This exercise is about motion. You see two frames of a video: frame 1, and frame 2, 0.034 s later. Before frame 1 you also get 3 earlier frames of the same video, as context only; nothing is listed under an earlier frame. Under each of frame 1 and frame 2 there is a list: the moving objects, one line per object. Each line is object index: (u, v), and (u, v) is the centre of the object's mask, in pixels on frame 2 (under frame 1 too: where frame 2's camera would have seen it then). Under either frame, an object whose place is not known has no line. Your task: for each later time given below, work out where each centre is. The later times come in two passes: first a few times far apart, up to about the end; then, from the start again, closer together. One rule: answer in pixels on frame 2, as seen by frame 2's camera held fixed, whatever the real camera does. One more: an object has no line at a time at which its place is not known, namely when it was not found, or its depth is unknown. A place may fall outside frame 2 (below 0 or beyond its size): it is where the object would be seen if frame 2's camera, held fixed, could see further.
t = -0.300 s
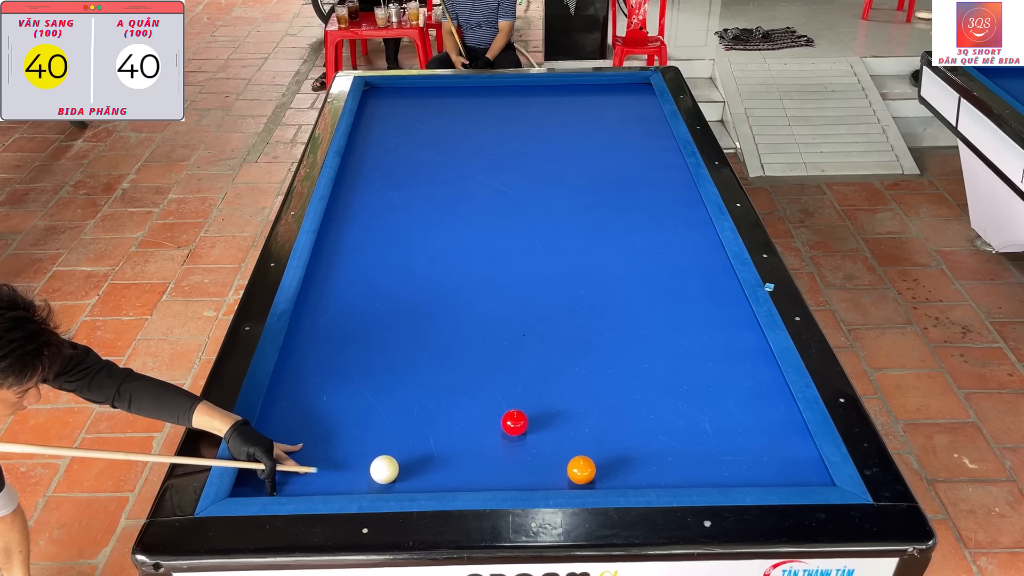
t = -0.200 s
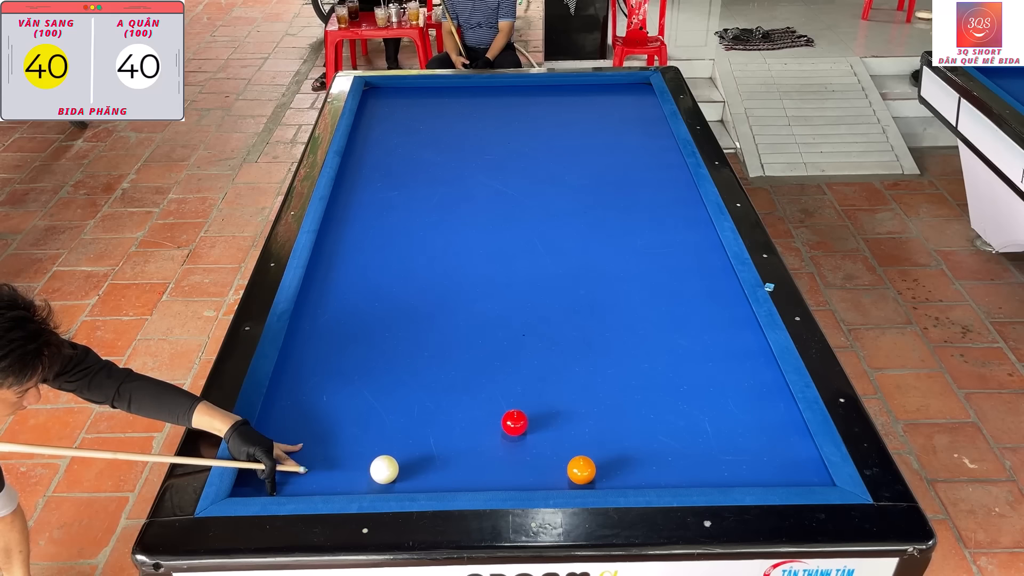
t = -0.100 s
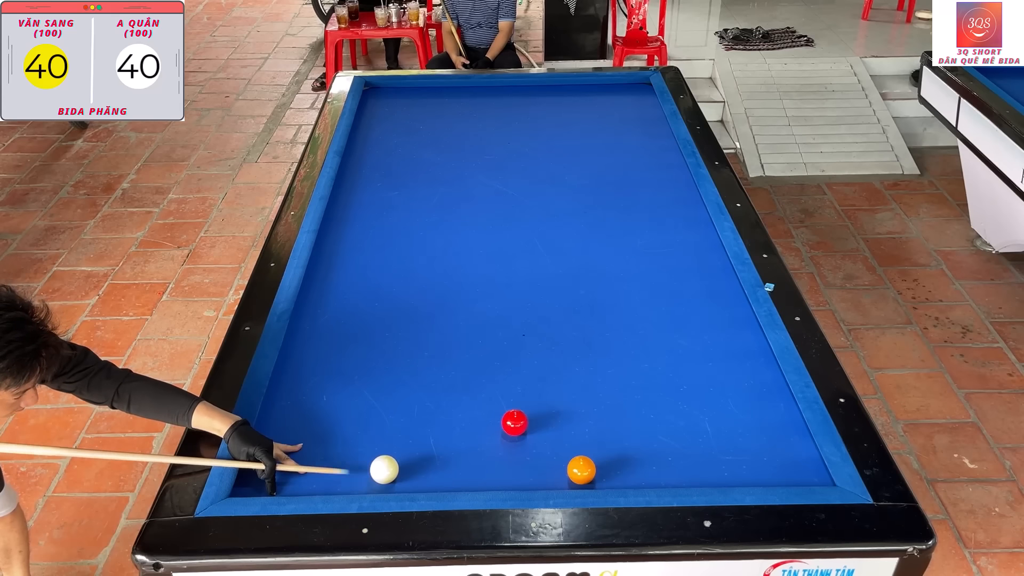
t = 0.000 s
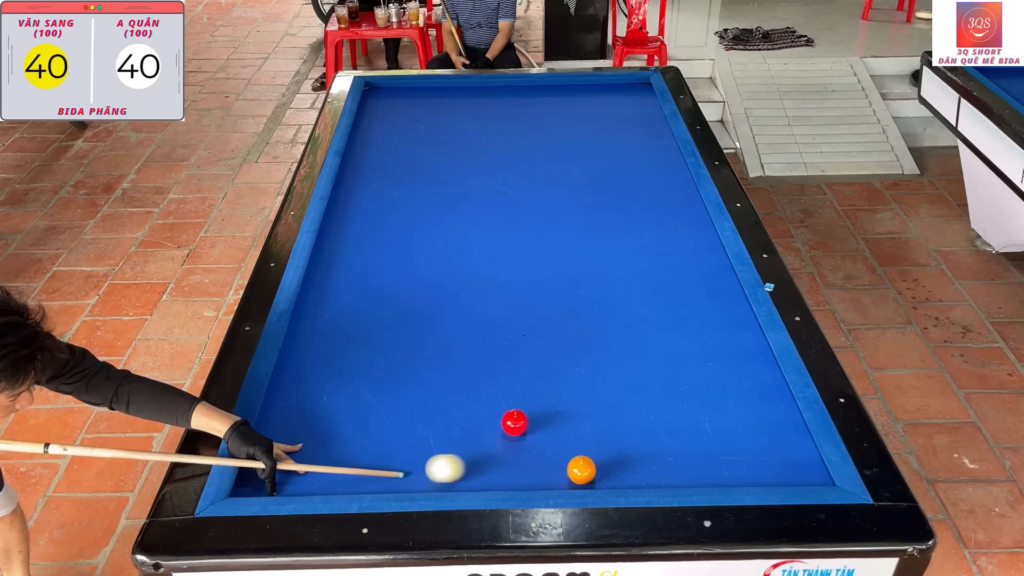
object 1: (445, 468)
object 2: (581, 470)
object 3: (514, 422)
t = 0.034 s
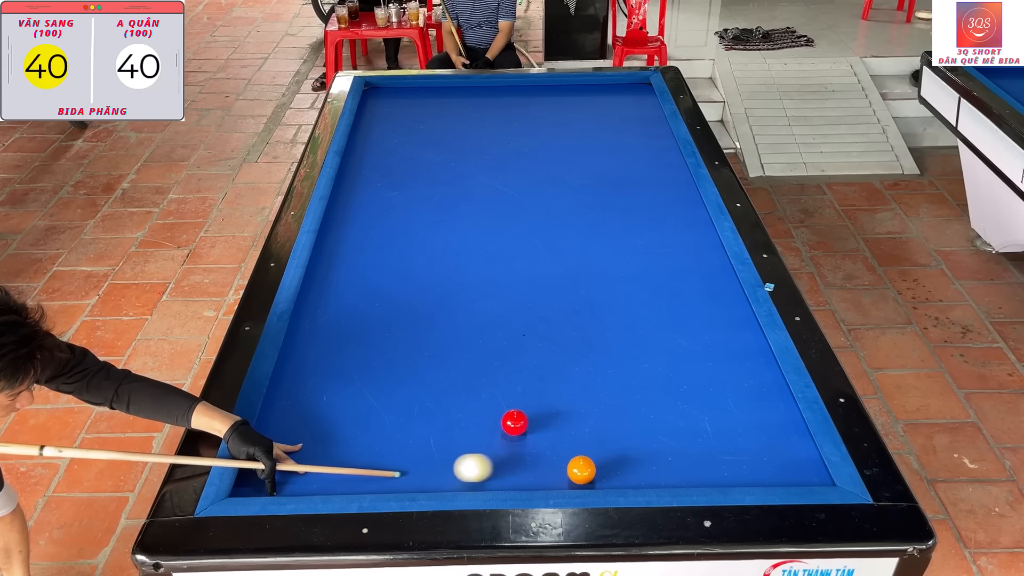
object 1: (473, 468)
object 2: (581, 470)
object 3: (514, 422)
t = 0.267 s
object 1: (551, 456)
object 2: (673, 478)
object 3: (514, 422)
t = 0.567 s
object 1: (523, 440)
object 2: (804, 463)
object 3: (513, 420)
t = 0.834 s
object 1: (505, 440)
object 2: (714, 454)
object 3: (510, 411)
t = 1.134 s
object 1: (486, 440)
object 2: (634, 444)
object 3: (506, 401)
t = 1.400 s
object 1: (470, 439)
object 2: (567, 435)
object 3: (502, 392)
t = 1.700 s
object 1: (454, 439)
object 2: (495, 426)
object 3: (497, 384)
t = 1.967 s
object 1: (441, 439)
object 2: (433, 417)
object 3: (494, 378)
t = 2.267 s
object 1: (427, 438)
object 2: (368, 410)
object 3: (490, 372)
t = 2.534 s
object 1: (416, 438)
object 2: (312, 403)
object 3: (487, 368)
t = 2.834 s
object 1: (406, 438)
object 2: (292, 397)
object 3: (484, 364)
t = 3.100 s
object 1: (399, 438)
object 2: (322, 393)
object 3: (481, 361)
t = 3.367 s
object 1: (393, 438)
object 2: (352, 388)
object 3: (479, 360)
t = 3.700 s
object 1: (387, 438)
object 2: (386, 384)
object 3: (476, 359)
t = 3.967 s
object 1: (384, 438)
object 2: (411, 380)
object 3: (475, 358)
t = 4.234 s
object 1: (383, 437)
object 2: (436, 377)
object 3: (476, 358)
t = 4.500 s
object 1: (383, 437)
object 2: (458, 374)
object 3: (476, 358)
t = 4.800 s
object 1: (384, 438)
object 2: (480, 373)
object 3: (478, 354)
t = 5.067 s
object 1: (384, 438)
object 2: (496, 375)
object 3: (480, 352)
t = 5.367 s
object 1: (384, 438)
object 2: (513, 377)
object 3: (482, 350)
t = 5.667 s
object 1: (384, 438)
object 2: (529, 378)
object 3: (483, 348)
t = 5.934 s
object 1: (384, 438)
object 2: (542, 379)
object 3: (484, 347)
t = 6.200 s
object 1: (384, 438)
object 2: (554, 380)
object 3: (484, 347)
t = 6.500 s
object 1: (384, 438)
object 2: (566, 381)
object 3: (484, 347)
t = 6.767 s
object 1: (384, 438)
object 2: (575, 381)
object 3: (484, 347)
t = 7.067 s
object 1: (384, 438)
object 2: (584, 382)
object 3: (484, 347)
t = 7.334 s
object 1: (384, 438)
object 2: (591, 382)
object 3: (484, 347)
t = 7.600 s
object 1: (384, 437)
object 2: (596, 383)
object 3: (484, 347)
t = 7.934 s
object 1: (384, 438)
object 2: (601, 384)
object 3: (484, 347)
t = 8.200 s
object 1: (384, 438)
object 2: (604, 384)
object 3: (484, 347)
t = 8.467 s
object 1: (384, 438)
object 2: (606, 384)
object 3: (484, 347)
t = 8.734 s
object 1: (384, 437)
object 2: (606, 384)
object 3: (484, 347)
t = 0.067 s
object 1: (500, 467)
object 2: (581, 470)
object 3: (514, 422)
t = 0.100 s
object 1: (526, 467)
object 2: (581, 470)
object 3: (514, 422)
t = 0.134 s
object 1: (550, 466)
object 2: (582, 470)
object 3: (514, 422)
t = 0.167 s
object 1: (554, 464)
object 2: (604, 472)
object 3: (514, 422)
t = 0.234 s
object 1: (553, 458)
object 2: (650, 476)
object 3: (514, 422)
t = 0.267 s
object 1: (551, 456)
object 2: (673, 478)
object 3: (514, 422)
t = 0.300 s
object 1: (549, 454)
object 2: (694, 477)
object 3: (514, 422)
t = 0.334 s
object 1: (546, 452)
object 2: (711, 476)
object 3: (514, 422)
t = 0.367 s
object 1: (542, 450)
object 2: (729, 474)
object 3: (514, 422)
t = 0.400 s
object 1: (539, 448)
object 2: (745, 472)
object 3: (514, 422)
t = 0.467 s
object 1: (532, 445)
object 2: (777, 469)
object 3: (514, 422)
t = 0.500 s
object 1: (529, 443)
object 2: (793, 467)
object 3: (514, 422)
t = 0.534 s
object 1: (526, 441)
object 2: (809, 465)
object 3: (514, 421)
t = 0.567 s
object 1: (523, 440)
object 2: (804, 463)
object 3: (513, 420)
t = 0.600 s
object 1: (521, 440)
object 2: (790, 462)
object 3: (513, 419)
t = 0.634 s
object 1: (518, 440)
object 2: (777, 461)
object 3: (512, 418)
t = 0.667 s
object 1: (516, 440)
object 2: (765, 460)
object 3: (512, 417)
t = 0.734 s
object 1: (512, 440)
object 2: (743, 458)
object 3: (511, 415)
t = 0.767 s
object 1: (509, 440)
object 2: (733, 457)
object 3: (511, 414)
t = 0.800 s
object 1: (507, 440)
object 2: (723, 455)
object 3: (510, 413)
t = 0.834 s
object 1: (505, 440)
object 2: (714, 454)
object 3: (510, 411)
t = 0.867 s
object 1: (503, 440)
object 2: (705, 453)
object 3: (510, 410)
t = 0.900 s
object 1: (501, 440)
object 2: (696, 452)
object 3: (509, 409)
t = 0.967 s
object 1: (496, 440)
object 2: (678, 449)
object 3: (508, 406)
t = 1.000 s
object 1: (494, 440)
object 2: (669, 448)
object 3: (508, 405)
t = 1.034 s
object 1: (492, 440)
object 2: (660, 447)
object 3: (508, 404)
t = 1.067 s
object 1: (490, 440)
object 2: (652, 446)
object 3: (507, 403)
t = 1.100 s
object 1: (488, 440)
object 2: (643, 445)
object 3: (507, 402)
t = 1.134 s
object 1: (486, 440)
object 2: (634, 444)
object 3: (506, 401)
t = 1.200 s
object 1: (482, 440)
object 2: (617, 442)
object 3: (505, 398)
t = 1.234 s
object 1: (480, 440)
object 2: (608, 441)
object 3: (505, 397)
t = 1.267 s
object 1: (478, 440)
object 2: (600, 440)
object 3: (504, 397)
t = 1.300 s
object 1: (476, 440)
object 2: (592, 438)
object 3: (504, 395)
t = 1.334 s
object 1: (474, 440)
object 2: (583, 437)
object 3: (503, 394)
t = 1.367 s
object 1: (472, 439)
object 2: (575, 436)
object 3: (503, 393)
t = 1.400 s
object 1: (470, 439)
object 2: (567, 435)
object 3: (502, 392)
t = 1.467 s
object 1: (467, 439)
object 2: (551, 433)
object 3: (501, 391)
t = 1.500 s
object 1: (465, 439)
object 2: (542, 432)
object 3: (500, 390)
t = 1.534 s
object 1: (463, 439)
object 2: (534, 431)
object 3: (500, 389)
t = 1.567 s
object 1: (461, 439)
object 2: (526, 430)
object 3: (499, 388)
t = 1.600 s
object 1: (459, 439)
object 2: (518, 429)
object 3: (499, 387)
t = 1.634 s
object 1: (458, 439)
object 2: (511, 428)
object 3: (498, 386)
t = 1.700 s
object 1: (454, 439)
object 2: (495, 426)
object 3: (497, 384)
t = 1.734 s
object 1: (452, 439)
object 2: (487, 425)
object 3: (497, 384)
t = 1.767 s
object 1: (451, 439)
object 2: (480, 424)
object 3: (497, 383)
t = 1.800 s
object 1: (449, 439)
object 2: (472, 423)
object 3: (496, 382)
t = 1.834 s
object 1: (447, 439)
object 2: (465, 421)
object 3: (496, 381)
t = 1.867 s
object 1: (445, 439)
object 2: (457, 419)
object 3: (495, 380)
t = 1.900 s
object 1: (444, 439)
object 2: (449, 418)
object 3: (495, 380)
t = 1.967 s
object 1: (441, 439)
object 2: (433, 417)
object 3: (494, 378)
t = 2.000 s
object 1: (439, 439)
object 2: (426, 417)
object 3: (494, 377)
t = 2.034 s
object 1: (437, 439)
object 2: (419, 416)
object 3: (493, 377)
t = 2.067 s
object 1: (436, 439)
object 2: (411, 415)
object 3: (493, 376)
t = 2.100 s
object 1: (434, 439)
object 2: (404, 415)
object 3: (492, 375)
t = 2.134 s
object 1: (433, 439)
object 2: (397, 414)
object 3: (492, 375)
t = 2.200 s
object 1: (430, 438)
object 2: (383, 412)
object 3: (491, 373)
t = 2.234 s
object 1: (428, 438)
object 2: (375, 411)
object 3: (490, 373)
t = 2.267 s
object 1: (427, 438)
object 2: (368, 410)
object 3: (490, 372)
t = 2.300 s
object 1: (426, 438)
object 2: (361, 409)
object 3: (490, 371)
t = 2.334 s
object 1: (424, 438)
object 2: (354, 408)
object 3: (489, 371)
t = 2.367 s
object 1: (423, 438)
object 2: (347, 408)
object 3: (489, 370)
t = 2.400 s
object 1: (421, 438)
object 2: (340, 407)
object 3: (489, 370)
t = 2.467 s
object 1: (419, 438)
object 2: (326, 405)
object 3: (488, 369)
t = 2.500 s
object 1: (418, 438)
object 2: (319, 404)
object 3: (487, 368)
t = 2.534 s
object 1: (416, 438)
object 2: (312, 403)
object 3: (487, 368)
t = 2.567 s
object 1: (415, 438)
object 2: (306, 402)
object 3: (486, 367)
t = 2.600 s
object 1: (414, 438)
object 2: (299, 401)
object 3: (486, 367)
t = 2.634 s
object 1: (413, 438)
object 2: (292, 400)
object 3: (486, 366)
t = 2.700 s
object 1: (410, 438)
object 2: (279, 399)
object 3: (485, 365)
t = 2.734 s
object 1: (409, 438)
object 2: (277, 398)
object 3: (485, 365)
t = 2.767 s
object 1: (408, 438)
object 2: (282, 398)
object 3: (484, 365)
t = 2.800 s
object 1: (407, 438)
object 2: (287, 397)
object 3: (484, 364)
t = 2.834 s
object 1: (406, 438)
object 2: (292, 397)
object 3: (484, 364)
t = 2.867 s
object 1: (405, 438)
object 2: (296, 396)
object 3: (483, 363)
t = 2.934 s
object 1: (403, 438)
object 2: (303, 395)
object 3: (483, 363)
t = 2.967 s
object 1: (402, 438)
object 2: (307, 395)
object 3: (482, 362)
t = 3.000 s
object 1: (401, 438)
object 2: (311, 394)
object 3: (482, 362)
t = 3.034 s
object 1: (400, 438)
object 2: (315, 394)
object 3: (482, 362)
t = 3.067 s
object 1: (399, 438)
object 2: (319, 393)
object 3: (481, 362)
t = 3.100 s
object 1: (399, 438)
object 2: (322, 393)
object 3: (481, 361)
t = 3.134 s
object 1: (398, 438)
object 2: (326, 392)
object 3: (481, 361)
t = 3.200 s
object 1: (396, 438)
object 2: (334, 391)
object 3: (480, 360)
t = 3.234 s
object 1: (395, 438)
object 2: (337, 391)
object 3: (480, 360)
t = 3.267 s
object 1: (395, 438)
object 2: (341, 390)
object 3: (480, 360)
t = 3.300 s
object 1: (394, 438)
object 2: (344, 390)
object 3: (479, 360)
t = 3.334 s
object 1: (393, 438)
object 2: (348, 389)
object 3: (479, 360)
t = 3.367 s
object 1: (393, 438)
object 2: (352, 388)
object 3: (479, 360)
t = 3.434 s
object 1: (391, 438)
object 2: (359, 388)
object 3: (478, 359)
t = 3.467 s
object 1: (391, 438)
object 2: (362, 387)
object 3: (478, 359)
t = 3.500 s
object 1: (390, 438)
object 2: (366, 387)
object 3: (478, 359)
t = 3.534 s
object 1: (390, 438)
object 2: (369, 386)
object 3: (477, 359)
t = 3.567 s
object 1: (389, 438)
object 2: (373, 386)
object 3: (477, 359)
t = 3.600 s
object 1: (389, 438)
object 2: (376, 385)
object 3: (477, 359)
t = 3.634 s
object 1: (388, 438)
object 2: (379, 385)
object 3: (477, 359)
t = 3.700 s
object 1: (387, 438)
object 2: (386, 384)
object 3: (476, 359)
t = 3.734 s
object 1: (387, 438)
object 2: (389, 383)
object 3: (476, 359)
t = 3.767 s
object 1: (386, 438)
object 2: (392, 383)
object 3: (476, 358)
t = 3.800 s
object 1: (386, 438)
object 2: (396, 382)
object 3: (476, 358)
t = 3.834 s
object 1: (385, 438)
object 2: (399, 382)
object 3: (476, 358)
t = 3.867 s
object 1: (385, 438)
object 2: (402, 381)
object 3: (476, 358)
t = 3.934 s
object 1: (384, 438)
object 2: (408, 381)
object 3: (475, 358)
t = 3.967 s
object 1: (384, 438)
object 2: (411, 380)
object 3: (475, 358)
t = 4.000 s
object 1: (384, 438)
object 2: (415, 380)
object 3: (475, 358)
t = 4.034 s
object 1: (384, 438)
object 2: (418, 379)
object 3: (475, 358)
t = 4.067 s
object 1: (383, 438)
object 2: (421, 379)
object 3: (475, 358)
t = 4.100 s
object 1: (383, 437)
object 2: (424, 378)
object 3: (475, 358)
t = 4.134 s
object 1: (383, 437)
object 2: (427, 378)
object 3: (475, 358)
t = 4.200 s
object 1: (383, 437)
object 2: (433, 377)
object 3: (475, 358)
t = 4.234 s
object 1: (383, 437)
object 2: (436, 377)
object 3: (476, 358)
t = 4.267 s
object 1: (383, 437)
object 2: (439, 376)
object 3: (476, 358)
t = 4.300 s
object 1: (383, 437)
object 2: (441, 376)
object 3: (475, 358)
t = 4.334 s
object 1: (382, 437)
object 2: (444, 376)
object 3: (475, 358)
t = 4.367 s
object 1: (383, 437)
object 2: (447, 375)
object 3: (475, 358)
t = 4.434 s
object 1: (383, 437)
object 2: (453, 374)
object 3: (476, 358)
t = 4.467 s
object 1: (383, 437)
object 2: (456, 374)
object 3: (476, 358)
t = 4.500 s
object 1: (383, 437)
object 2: (458, 374)
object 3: (476, 358)
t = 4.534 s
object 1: (383, 438)
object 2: (461, 373)
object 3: (476, 358)
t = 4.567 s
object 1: (383, 438)
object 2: (464, 373)
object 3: (477, 357)
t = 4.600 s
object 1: (383, 437)
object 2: (466, 372)
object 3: (477, 356)
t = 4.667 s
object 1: (383, 437)
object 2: (471, 373)
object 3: (477, 355)
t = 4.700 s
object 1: (383, 438)
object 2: (473, 373)
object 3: (477, 355)
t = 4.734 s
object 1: (384, 437)
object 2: (475, 373)
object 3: (478, 354)
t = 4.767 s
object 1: (384, 438)
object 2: (477, 373)
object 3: (478, 354)
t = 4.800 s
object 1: (384, 438)
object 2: (480, 373)
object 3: (478, 354)
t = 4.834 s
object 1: (384, 437)
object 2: (482, 374)
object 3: (478, 354)
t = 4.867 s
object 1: (384, 438)
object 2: (484, 374)
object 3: (478, 354)
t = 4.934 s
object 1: (384, 438)
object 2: (488, 374)
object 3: (479, 353)
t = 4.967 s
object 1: (384, 438)
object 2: (490, 374)
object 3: (479, 353)
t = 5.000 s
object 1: (384, 438)
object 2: (492, 374)
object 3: (480, 353)
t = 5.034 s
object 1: (384, 438)
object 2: (494, 375)
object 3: (480, 353)
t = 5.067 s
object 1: (384, 438)
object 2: (496, 375)
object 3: (480, 352)
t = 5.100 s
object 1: (384, 438)
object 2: (498, 375)
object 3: (481, 352)
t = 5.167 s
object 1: (384, 437)
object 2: (502, 375)
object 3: (481, 351)
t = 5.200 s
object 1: (384, 437)
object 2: (504, 376)
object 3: (481, 351)
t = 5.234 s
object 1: (384, 438)
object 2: (506, 376)
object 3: (481, 351)
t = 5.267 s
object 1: (384, 438)
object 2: (508, 376)
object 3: (482, 350)
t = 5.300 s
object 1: (384, 438)
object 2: (510, 376)
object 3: (482, 350)
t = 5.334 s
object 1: (384, 438)
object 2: (511, 376)
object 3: (482, 350)
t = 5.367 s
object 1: (384, 438)
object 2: (513, 377)
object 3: (482, 350)
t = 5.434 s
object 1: (384, 438)
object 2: (517, 377)
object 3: (482, 349)
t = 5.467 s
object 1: (384, 438)
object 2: (519, 377)
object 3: (483, 349)
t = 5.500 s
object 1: (384, 438)
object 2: (521, 377)
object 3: (483, 349)
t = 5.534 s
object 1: (384, 438)
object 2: (522, 377)
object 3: (483, 348)
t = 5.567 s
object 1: (384, 438)
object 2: (524, 378)
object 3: (483, 348)
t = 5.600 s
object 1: (384, 438)
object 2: (526, 378)
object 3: (483, 348)
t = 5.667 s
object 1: (384, 438)
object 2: (529, 378)
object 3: (483, 348)
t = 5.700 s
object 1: (384, 438)
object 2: (531, 378)
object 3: (483, 348)
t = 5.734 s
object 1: (384, 437)
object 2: (533, 378)
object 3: (483, 347)
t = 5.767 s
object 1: (384, 438)
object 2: (534, 378)
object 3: (483, 347)
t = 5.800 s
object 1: (384, 437)
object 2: (536, 378)
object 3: (484, 347)
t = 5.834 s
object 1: (384, 438)
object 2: (537, 379)
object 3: (484, 347)
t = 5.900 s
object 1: (384, 438)
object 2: (540, 378)
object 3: (484, 347)
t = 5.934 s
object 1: (384, 438)
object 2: (542, 379)
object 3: (484, 347)
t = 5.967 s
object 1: (384, 438)
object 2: (544, 379)
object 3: (484, 347)
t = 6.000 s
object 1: (384, 438)
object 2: (545, 379)
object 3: (484, 347)
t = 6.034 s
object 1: (384, 438)
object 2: (547, 379)
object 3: (484, 347)
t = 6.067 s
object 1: (384, 438)
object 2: (548, 379)
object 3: (484, 347)
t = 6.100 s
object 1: (384, 438)
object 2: (550, 379)
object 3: (484, 347)
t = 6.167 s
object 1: (384, 438)
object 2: (553, 380)
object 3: (484, 347)
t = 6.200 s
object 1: (384, 438)
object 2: (554, 380)
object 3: (484, 347)
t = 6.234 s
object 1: (384, 438)
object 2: (555, 380)
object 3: (484, 347)
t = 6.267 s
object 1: (384, 438)
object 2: (557, 380)
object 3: (484, 347)
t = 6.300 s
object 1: (384, 437)
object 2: (558, 380)
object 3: (484, 347)
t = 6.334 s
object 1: (384, 438)
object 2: (559, 380)
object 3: (484, 347)
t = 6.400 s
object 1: (384, 438)
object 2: (562, 380)
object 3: (484, 347)
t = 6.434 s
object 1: (384, 437)
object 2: (563, 380)
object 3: (484, 347)
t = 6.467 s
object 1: (384, 438)
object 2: (564, 380)
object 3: (484, 347)
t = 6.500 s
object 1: (384, 438)
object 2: (566, 381)
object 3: (484, 347)
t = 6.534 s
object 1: (384, 438)
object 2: (567, 381)
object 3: (484, 347)
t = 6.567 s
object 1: (384, 438)
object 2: (568, 380)
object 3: (484, 347)
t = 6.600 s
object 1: (384, 437)
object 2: (569, 381)
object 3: (484, 347)
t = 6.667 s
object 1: (384, 438)
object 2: (572, 381)
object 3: (484, 347)
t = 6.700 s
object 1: (384, 437)
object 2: (573, 381)
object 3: (484, 347)
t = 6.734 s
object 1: (384, 438)
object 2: (574, 381)
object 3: (484, 347)
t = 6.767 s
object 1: (384, 438)
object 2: (575, 381)
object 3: (484, 347)
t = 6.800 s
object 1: (384, 438)
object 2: (576, 381)
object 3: (484, 347)
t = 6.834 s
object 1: (384, 437)
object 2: (577, 381)
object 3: (484, 347)
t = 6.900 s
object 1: (384, 438)
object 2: (579, 381)
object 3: (484, 347)
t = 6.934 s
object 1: (384, 438)
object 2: (580, 381)
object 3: (484, 347)
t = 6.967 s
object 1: (384, 438)
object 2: (581, 382)
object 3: (484, 347)
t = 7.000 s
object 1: (384, 438)
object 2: (582, 382)
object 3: (484, 347)
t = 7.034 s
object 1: (384, 438)
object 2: (583, 382)
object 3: (484, 347)
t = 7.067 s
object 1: (384, 438)
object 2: (584, 382)
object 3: (484, 347)
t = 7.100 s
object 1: (384, 438)
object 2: (585, 382)
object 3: (484, 347)
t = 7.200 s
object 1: (384, 438)
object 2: (587, 382)
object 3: (484, 347)
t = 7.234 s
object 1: (384, 438)
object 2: (588, 382)
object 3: (484, 347)
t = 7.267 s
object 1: (384, 438)
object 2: (589, 383)
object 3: (484, 347)
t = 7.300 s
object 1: (384, 437)
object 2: (590, 382)
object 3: (484, 347)
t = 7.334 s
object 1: (384, 438)
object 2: (591, 382)
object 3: (484, 347)
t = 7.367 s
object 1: (384, 438)
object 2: (591, 383)
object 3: (484, 347)
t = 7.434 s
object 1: (384, 437)
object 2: (593, 383)
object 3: (484, 347)
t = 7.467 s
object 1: (384, 437)
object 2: (593, 383)
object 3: (484, 347)
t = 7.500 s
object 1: (384, 438)
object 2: (594, 383)
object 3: (484, 347)
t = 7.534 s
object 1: (384, 437)
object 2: (595, 383)
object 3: (484, 347)
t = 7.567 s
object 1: (384, 437)
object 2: (595, 383)
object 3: (484, 347)
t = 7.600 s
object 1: (384, 437)
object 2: (596, 383)
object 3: (484, 347)
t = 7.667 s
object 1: (384, 438)
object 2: (597, 383)
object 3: (484, 347)
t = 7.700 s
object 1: (384, 438)
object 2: (598, 383)
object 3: (484, 347)
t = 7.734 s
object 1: (384, 438)
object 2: (599, 383)
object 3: (484, 347)
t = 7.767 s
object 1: (384, 438)
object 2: (599, 383)
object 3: (484, 347)
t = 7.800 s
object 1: (384, 438)
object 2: (600, 384)
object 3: (484, 347)
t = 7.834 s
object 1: (384, 438)
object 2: (600, 384)
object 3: (484, 347)
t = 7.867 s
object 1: (384, 438)
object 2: (600, 384)
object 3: (484, 347)
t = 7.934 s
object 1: (384, 438)
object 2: (601, 384)
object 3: (484, 347)
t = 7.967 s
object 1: (384, 438)
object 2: (602, 384)
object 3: (484, 347)
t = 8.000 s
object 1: (384, 438)
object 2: (602, 384)
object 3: (484, 347)
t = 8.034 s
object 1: (384, 438)
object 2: (603, 384)
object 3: (484, 347)
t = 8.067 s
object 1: (384, 438)
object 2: (603, 384)
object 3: (484, 347)
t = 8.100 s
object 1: (384, 438)
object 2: (603, 384)
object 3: (484, 347)
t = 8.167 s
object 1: (384, 438)
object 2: (604, 384)
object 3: (484, 347)
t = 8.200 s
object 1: (384, 438)
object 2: (604, 384)
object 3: (484, 347)
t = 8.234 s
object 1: (384, 438)
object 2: (605, 384)
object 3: (484, 347)
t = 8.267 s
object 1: (384, 438)
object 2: (605, 384)
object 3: (484, 347)
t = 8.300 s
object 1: (384, 438)
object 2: (605, 384)
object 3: (484, 347)
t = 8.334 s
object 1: (384, 438)
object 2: (605, 384)
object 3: (484, 347)
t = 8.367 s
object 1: (384, 438)
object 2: (606, 384)
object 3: (484, 347)
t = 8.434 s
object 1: (384, 438)
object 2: (606, 384)
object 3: (484, 347)
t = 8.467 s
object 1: (384, 438)
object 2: (606, 384)
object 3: (484, 347)
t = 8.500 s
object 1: (384, 438)
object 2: (606, 384)
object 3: (484, 347)
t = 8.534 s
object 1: (384, 438)
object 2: (606, 384)
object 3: (484, 347)
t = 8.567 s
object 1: (384, 437)
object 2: (606, 384)
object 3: (484, 347)
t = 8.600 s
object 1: (384, 437)
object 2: (606, 384)
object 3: (484, 347)
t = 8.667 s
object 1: (384, 437)
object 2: (606, 384)
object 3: (484, 347)
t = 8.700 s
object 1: (384, 437)
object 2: (606, 384)
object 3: (484, 347)
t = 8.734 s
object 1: (384, 437)
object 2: (606, 384)
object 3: (484, 347)
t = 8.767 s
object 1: (384, 437)
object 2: (606, 384)
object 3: (484, 347)
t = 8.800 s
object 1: (384, 437)
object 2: (606, 384)
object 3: (484, 347)
